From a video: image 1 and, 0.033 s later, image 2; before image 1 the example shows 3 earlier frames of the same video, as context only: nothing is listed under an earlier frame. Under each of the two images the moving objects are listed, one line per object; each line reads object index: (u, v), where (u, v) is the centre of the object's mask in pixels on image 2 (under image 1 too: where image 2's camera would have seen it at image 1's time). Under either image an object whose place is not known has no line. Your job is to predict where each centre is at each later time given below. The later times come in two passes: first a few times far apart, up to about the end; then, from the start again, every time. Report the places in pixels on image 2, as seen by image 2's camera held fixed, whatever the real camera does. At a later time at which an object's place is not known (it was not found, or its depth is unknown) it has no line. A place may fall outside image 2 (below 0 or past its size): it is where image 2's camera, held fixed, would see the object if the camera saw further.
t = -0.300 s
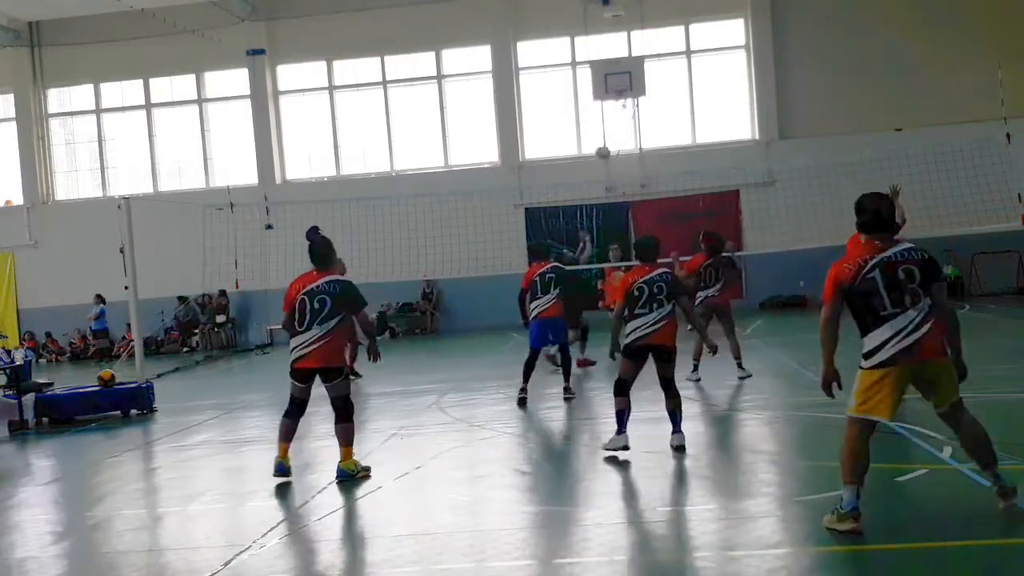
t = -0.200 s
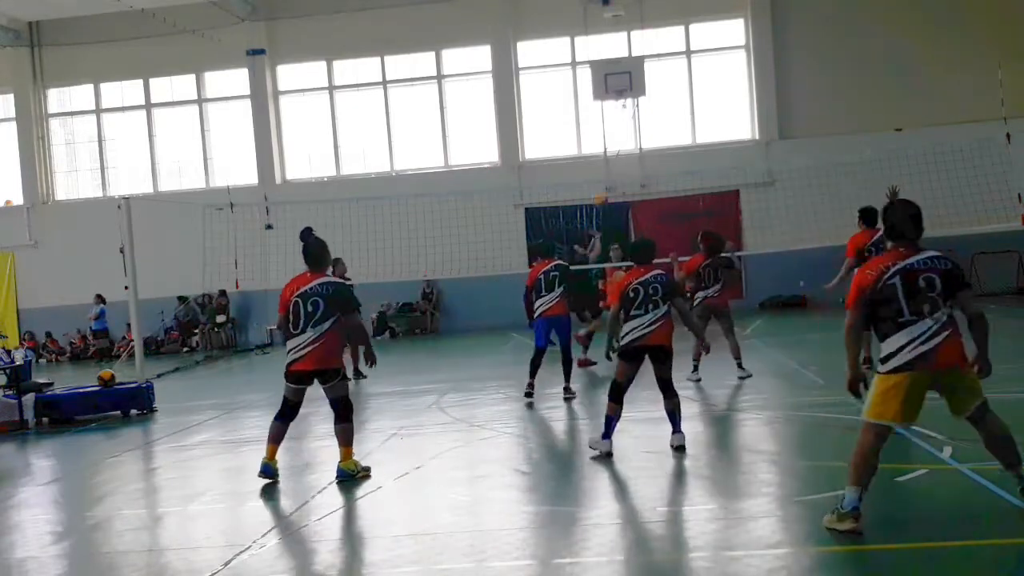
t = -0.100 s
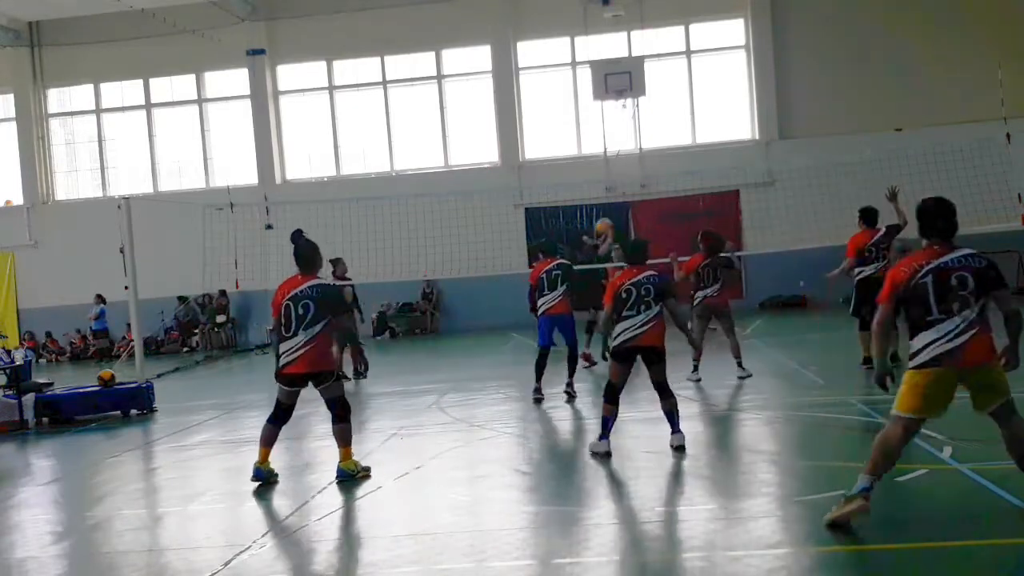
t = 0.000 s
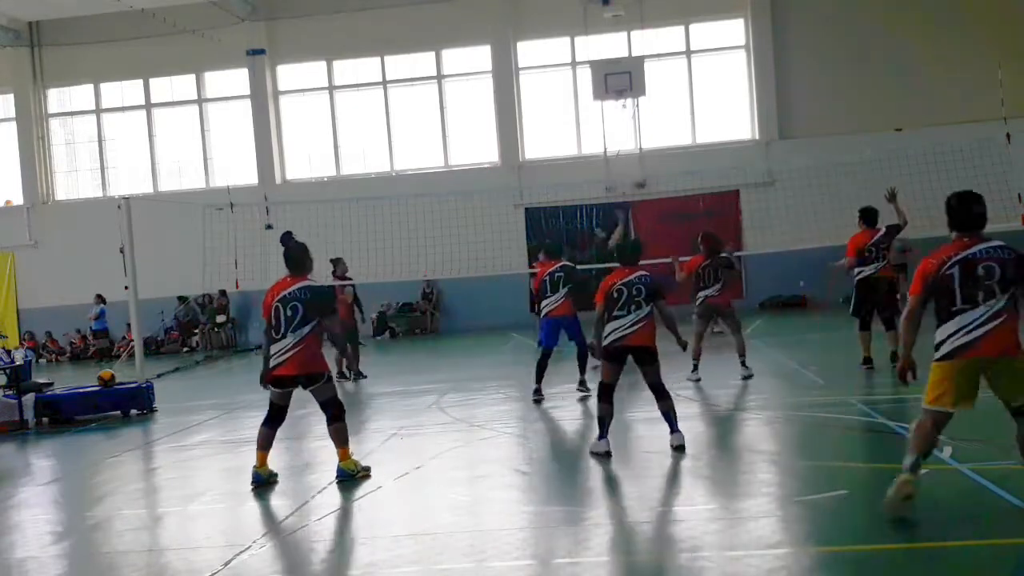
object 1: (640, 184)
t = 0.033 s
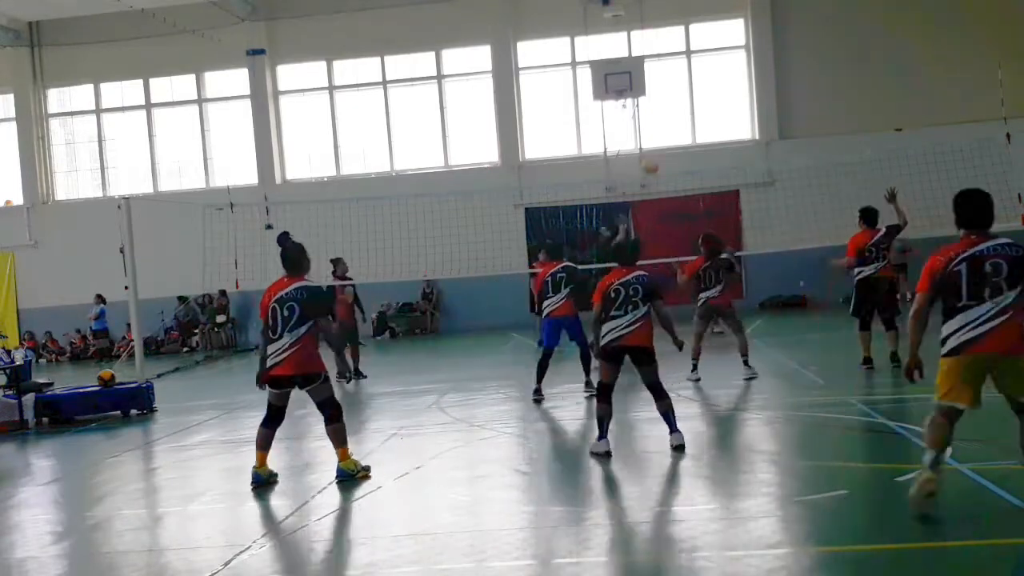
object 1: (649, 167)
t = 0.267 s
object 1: (742, 88)
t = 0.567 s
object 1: (863, 52)
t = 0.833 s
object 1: (979, 83)
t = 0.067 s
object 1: (662, 154)
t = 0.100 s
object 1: (676, 140)
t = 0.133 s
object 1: (689, 128)
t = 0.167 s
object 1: (701, 116)
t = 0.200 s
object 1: (715, 106)
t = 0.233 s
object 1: (728, 96)
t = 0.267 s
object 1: (742, 88)
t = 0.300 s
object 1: (755, 82)
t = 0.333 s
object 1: (771, 75)
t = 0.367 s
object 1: (781, 69)
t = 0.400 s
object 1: (794, 64)
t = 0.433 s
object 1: (808, 60)
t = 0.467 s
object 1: (822, 57)
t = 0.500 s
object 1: (835, 54)
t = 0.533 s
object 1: (850, 53)
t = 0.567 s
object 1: (863, 52)
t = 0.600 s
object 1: (878, 54)
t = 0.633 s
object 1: (892, 57)
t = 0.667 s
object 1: (906, 58)
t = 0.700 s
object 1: (920, 61)
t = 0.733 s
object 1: (935, 65)
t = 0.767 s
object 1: (949, 70)
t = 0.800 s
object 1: (963, 77)
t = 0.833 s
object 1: (979, 83)
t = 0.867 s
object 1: (992, 92)
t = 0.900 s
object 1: (1008, 102)
